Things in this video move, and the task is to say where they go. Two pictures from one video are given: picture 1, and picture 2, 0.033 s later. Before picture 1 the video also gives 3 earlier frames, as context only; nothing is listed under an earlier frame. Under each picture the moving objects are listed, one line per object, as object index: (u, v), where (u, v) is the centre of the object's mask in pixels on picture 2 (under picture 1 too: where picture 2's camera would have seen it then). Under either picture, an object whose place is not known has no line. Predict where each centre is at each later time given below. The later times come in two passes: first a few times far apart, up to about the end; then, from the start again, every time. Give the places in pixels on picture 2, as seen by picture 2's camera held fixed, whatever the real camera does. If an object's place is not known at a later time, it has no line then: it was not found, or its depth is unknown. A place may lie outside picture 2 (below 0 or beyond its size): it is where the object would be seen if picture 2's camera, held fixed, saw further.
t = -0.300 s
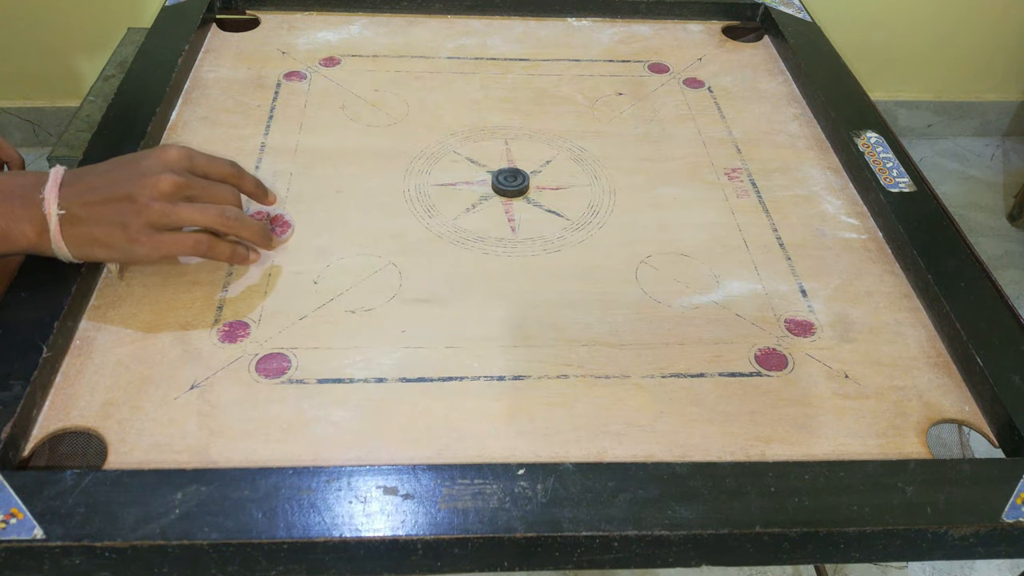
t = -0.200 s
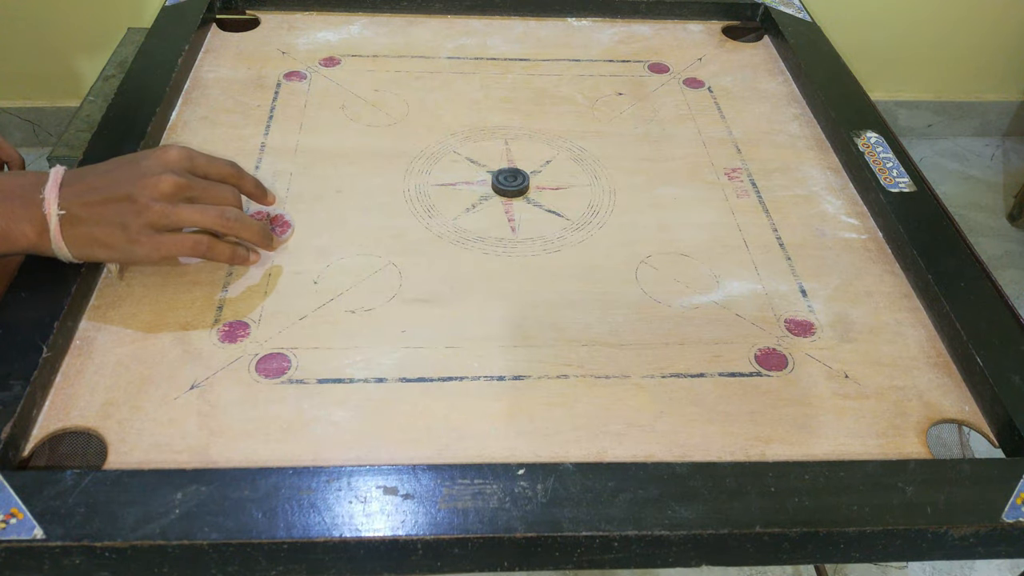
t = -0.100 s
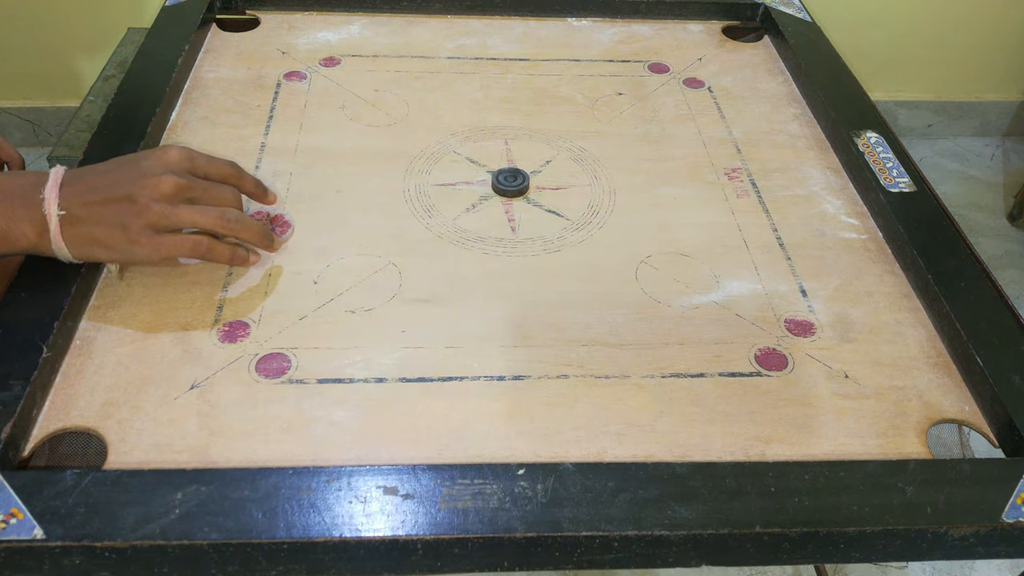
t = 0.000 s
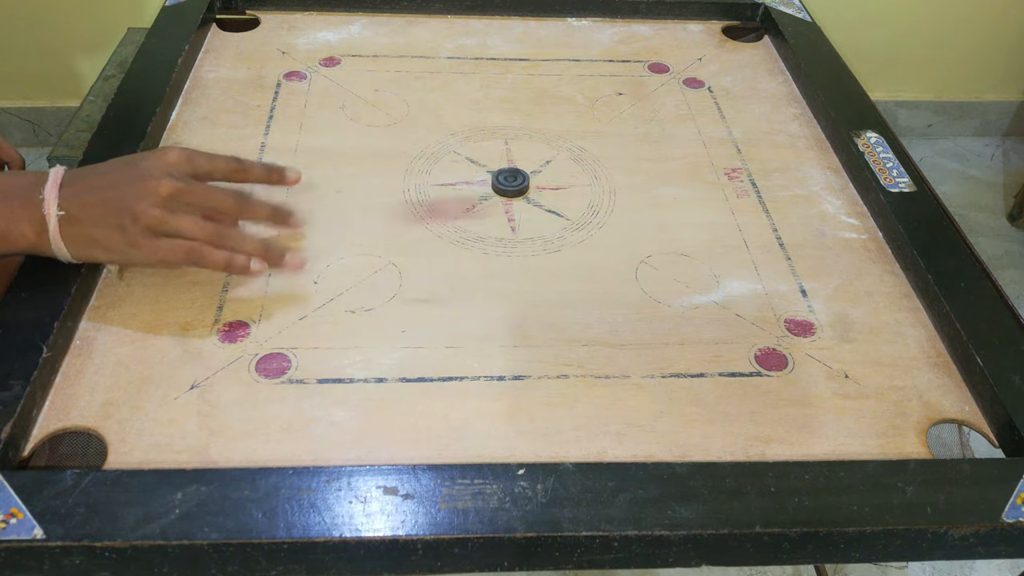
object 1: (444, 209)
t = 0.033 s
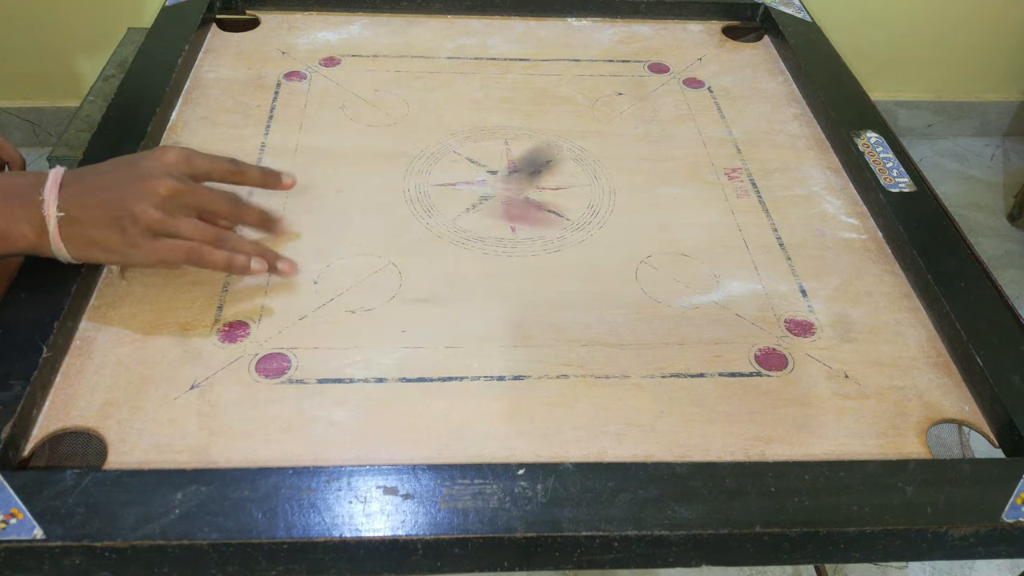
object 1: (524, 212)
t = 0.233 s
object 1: (859, 290)
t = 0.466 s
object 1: (581, 405)
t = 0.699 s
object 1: (312, 410)
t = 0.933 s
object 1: (125, 357)
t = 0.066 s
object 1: (593, 225)
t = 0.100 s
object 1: (656, 236)
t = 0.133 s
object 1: (718, 247)
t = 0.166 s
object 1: (790, 261)
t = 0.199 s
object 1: (856, 274)
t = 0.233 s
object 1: (859, 290)
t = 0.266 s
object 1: (825, 306)
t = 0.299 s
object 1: (787, 324)
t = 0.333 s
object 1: (749, 338)
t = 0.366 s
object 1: (708, 352)
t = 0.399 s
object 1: (666, 371)
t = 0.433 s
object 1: (624, 389)
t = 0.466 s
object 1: (581, 405)
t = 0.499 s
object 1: (537, 424)
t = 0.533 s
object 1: (494, 439)
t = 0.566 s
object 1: (451, 446)
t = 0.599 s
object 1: (417, 441)
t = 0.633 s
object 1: (383, 432)
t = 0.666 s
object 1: (347, 421)
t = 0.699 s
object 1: (312, 410)
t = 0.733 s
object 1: (279, 402)
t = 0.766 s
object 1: (249, 394)
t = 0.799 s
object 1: (222, 387)
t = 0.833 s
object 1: (197, 379)
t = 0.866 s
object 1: (176, 371)
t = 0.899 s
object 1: (150, 364)
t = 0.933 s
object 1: (125, 357)
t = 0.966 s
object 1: (103, 350)
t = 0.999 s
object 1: (116, 341)
